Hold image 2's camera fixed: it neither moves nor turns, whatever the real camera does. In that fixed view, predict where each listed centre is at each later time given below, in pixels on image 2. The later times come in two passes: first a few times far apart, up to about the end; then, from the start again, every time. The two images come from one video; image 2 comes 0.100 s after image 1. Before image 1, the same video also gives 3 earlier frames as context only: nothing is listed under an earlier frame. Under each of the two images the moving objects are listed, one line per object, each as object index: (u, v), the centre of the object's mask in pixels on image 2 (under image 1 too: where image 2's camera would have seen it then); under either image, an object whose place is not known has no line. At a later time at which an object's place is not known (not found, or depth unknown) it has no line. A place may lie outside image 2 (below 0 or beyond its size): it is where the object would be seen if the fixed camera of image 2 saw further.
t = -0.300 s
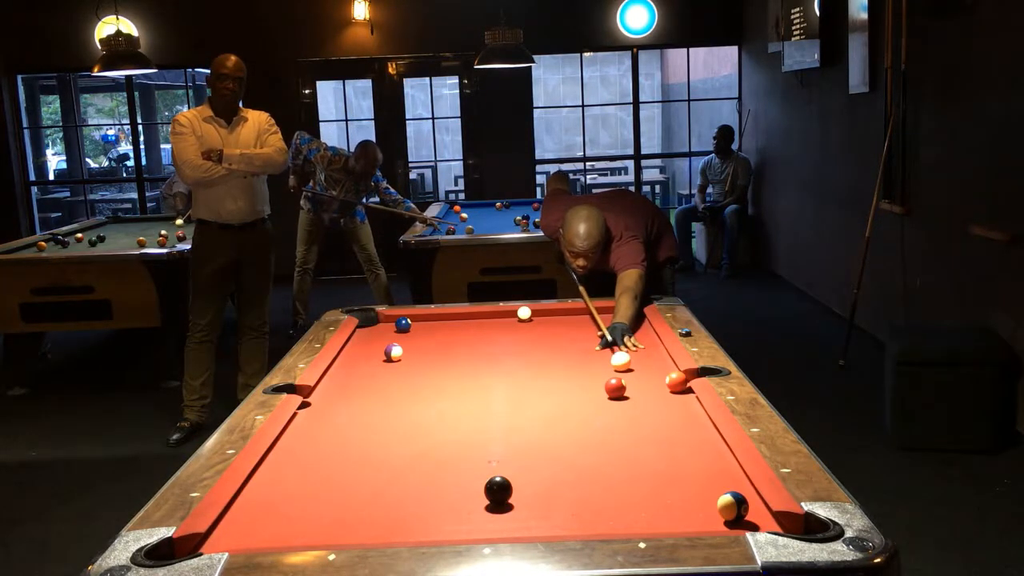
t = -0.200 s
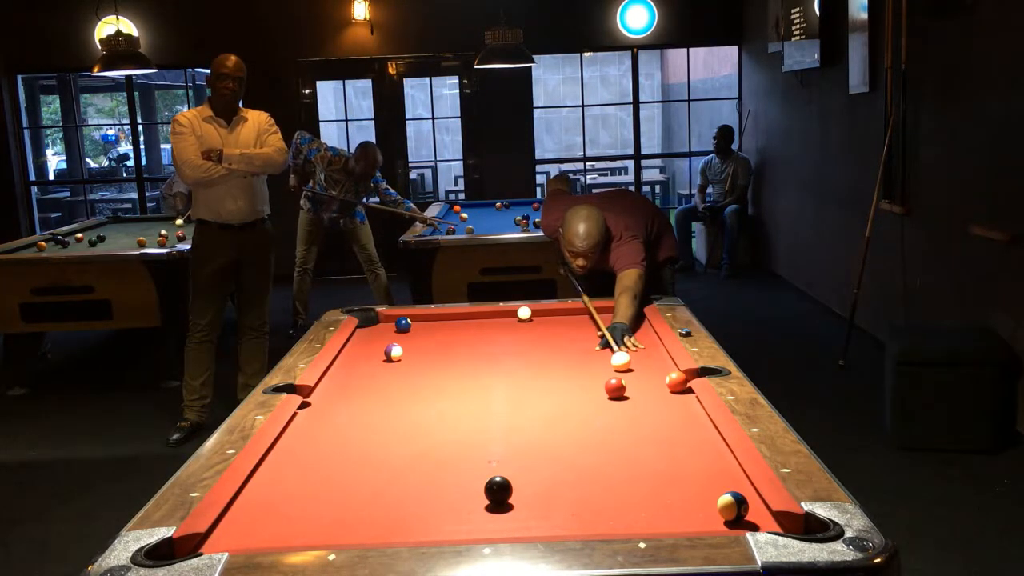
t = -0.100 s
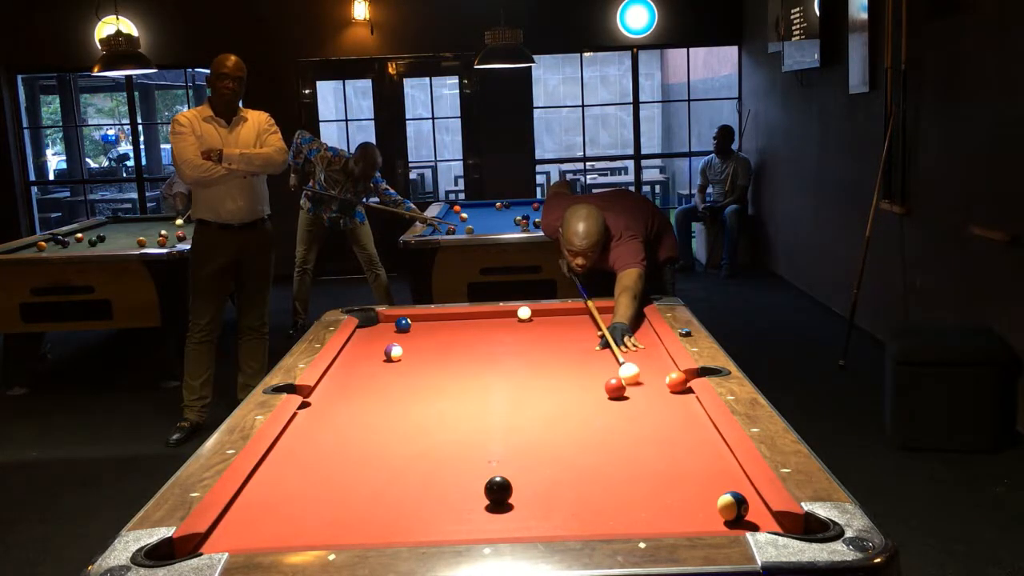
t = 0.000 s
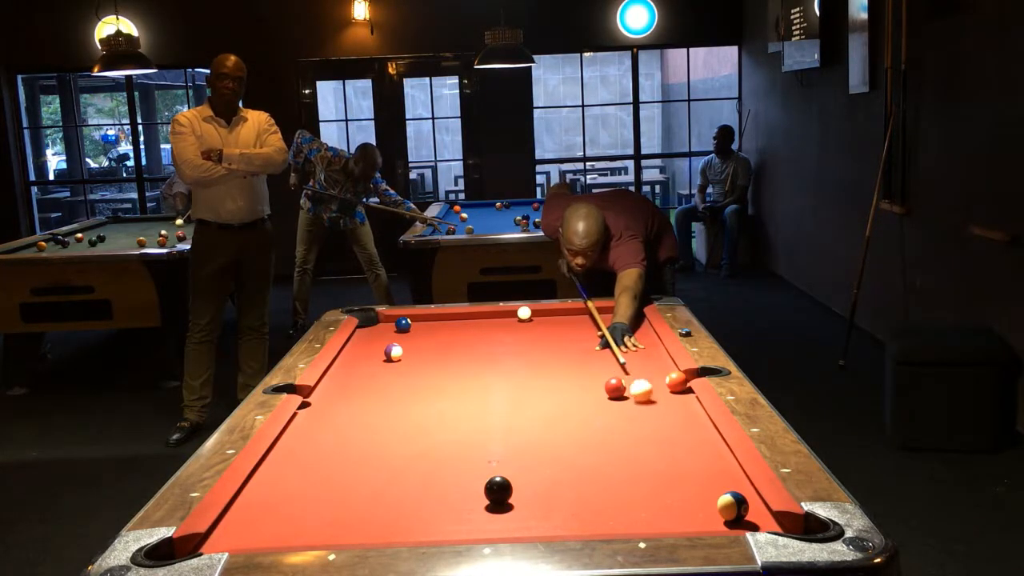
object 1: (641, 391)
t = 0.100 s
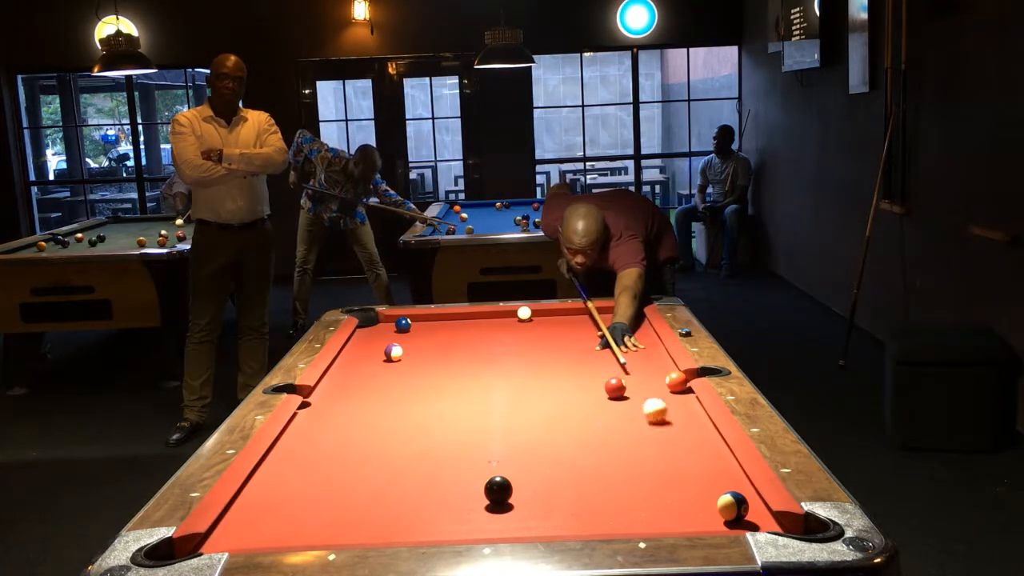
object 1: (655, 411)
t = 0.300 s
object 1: (689, 458)
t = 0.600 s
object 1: (687, 514)
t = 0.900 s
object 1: (647, 515)
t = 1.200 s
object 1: (609, 492)
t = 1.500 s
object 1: (579, 474)
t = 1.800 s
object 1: (553, 459)
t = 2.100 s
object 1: (531, 446)
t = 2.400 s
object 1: (513, 434)
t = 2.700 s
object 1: (498, 425)
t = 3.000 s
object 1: (486, 417)
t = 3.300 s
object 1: (476, 410)
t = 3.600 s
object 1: (468, 404)
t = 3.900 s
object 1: (461, 400)
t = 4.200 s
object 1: (456, 396)
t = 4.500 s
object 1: (453, 393)
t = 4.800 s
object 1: (451, 391)
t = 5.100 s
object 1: (450, 390)
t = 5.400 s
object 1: (449, 390)
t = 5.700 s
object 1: (450, 390)
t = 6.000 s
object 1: (449, 390)
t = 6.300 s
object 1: (449, 389)
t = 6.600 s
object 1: (449, 389)
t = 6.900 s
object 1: (449, 389)
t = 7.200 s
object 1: (449, 389)
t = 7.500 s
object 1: (449, 389)
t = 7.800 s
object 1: (449, 389)
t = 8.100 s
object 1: (449, 389)
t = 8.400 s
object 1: (449, 389)
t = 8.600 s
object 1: (449, 389)
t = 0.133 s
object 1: (660, 417)
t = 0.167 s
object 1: (665, 426)
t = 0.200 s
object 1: (670, 433)
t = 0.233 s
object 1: (677, 442)
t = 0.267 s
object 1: (683, 450)
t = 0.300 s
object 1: (689, 458)
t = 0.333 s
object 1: (696, 468)
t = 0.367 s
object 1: (703, 479)
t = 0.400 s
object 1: (709, 488)
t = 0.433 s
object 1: (711, 496)
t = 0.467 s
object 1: (705, 499)
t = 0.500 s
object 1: (699, 502)
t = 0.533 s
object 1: (694, 506)
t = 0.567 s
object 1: (691, 509)
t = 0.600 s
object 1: (687, 514)
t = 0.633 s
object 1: (683, 517)
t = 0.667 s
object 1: (680, 520)
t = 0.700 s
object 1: (675, 522)
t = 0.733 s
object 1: (670, 523)
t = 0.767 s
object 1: (666, 521)
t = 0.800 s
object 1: (661, 520)
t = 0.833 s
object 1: (656, 518)
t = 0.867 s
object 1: (651, 517)
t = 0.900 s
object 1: (647, 515)
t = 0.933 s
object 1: (642, 512)
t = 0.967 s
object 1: (638, 509)
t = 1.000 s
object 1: (633, 507)
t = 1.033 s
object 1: (629, 504)
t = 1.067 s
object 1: (625, 502)
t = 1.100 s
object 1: (621, 499)
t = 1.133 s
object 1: (617, 497)
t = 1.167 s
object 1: (613, 495)
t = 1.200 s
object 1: (609, 492)
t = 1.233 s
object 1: (606, 490)
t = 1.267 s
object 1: (602, 488)
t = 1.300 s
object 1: (598, 486)
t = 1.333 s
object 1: (595, 484)
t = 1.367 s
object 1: (592, 482)
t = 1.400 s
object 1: (588, 480)
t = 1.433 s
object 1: (585, 478)
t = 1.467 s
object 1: (582, 476)
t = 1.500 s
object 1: (579, 474)
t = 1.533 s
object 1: (576, 472)
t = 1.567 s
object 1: (573, 471)
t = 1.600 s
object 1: (570, 469)
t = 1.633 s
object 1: (567, 467)
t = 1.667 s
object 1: (564, 465)
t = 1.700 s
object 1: (561, 463)
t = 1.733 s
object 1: (559, 462)
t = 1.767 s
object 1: (556, 460)
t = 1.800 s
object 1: (553, 459)
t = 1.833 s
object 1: (551, 457)
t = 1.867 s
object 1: (548, 456)
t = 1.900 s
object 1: (545, 454)
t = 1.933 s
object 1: (543, 453)
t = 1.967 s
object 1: (541, 451)
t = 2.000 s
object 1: (538, 450)
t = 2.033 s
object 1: (536, 448)
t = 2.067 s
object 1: (534, 447)
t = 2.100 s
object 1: (531, 446)
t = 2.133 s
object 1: (530, 444)
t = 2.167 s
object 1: (527, 443)
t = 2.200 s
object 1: (525, 441)
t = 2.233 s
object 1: (523, 441)
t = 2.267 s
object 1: (521, 439)
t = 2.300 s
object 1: (519, 438)
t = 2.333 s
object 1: (517, 437)
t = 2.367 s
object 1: (515, 435)
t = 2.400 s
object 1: (513, 434)
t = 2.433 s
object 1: (512, 433)
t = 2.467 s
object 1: (510, 432)
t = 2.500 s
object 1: (508, 431)
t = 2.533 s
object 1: (506, 430)
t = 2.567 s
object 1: (505, 429)
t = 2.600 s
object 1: (503, 428)
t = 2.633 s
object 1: (501, 427)
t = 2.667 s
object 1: (500, 426)
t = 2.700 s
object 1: (498, 425)
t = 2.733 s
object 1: (497, 424)
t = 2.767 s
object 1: (495, 423)
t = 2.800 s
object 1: (494, 422)
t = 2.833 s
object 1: (492, 421)
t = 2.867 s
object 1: (491, 420)
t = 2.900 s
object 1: (490, 419)
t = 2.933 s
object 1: (488, 418)
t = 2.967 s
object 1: (487, 418)
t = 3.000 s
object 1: (486, 417)
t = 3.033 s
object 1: (484, 415)
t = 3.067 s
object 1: (483, 415)
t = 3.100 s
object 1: (482, 414)
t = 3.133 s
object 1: (481, 414)
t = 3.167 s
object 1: (480, 413)
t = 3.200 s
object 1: (479, 412)
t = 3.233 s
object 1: (478, 411)
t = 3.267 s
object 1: (477, 411)
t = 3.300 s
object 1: (476, 410)
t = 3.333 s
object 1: (475, 409)
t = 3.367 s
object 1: (474, 408)
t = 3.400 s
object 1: (473, 408)
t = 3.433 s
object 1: (472, 407)
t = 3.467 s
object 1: (471, 407)
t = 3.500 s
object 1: (470, 406)
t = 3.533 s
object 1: (469, 405)
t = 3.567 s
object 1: (468, 405)
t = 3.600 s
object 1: (468, 404)
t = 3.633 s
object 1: (467, 403)
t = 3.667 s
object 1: (466, 403)
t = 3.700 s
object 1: (466, 403)
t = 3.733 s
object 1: (465, 402)
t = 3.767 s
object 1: (464, 401)
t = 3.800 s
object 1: (463, 401)
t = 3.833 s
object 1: (462, 400)
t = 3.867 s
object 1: (462, 400)
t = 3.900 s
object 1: (461, 400)
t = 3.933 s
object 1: (461, 399)
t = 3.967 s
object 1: (460, 399)
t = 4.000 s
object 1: (460, 398)
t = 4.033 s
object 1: (459, 398)
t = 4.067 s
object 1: (458, 397)
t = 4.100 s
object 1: (458, 397)
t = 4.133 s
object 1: (457, 397)
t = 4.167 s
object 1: (457, 396)
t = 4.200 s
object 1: (456, 396)
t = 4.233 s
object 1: (456, 395)
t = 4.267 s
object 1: (456, 395)
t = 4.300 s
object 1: (455, 395)
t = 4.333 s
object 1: (455, 394)
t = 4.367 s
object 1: (454, 394)
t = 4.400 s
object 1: (454, 394)
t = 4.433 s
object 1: (453, 393)
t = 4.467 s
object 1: (453, 393)
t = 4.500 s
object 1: (453, 393)
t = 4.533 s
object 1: (452, 392)
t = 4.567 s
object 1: (452, 392)
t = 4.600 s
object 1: (452, 392)
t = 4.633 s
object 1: (452, 392)
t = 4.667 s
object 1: (452, 392)
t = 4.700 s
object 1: (451, 391)
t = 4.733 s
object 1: (451, 391)
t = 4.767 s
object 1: (451, 391)
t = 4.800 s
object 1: (451, 391)
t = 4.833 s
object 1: (451, 390)
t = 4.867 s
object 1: (451, 390)
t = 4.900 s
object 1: (450, 390)
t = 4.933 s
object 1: (450, 390)
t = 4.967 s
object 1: (450, 390)
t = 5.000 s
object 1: (450, 390)
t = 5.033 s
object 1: (450, 390)
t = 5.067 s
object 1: (450, 390)
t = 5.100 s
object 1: (450, 390)
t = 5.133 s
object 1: (450, 390)
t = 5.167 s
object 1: (450, 390)
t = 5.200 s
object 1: (450, 390)
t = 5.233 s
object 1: (450, 390)
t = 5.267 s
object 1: (450, 390)
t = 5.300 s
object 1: (450, 390)
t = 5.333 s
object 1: (450, 390)
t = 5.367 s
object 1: (450, 390)
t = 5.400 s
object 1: (449, 390)
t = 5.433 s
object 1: (450, 390)
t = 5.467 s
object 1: (450, 390)
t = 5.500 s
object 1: (450, 390)
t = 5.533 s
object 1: (450, 390)
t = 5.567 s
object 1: (450, 390)
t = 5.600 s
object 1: (450, 390)
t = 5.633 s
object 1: (450, 390)
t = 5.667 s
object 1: (450, 390)
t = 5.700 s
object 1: (450, 390)
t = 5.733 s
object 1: (450, 390)
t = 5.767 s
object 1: (450, 390)
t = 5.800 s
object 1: (449, 390)
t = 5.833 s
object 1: (449, 390)
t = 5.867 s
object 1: (449, 390)
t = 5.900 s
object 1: (449, 390)
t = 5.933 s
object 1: (449, 390)
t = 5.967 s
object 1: (450, 390)
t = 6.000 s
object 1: (449, 390)
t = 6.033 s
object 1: (450, 390)
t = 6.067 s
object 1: (449, 390)
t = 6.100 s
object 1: (450, 390)
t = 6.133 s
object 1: (449, 390)
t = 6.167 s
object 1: (449, 390)
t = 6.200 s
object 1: (449, 390)
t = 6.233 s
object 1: (450, 390)
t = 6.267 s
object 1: (449, 389)
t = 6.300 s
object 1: (449, 389)
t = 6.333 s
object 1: (449, 389)
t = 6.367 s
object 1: (449, 389)
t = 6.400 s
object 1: (449, 389)
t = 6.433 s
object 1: (449, 389)
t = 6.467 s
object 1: (449, 389)
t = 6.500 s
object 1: (449, 389)
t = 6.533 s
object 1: (449, 389)
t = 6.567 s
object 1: (449, 389)
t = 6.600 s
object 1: (449, 389)
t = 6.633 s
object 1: (449, 389)
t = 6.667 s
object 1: (449, 389)
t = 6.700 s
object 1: (449, 389)
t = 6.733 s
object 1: (449, 389)
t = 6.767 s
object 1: (449, 389)
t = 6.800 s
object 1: (449, 389)
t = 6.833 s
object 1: (449, 389)
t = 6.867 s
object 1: (449, 389)
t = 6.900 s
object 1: (449, 389)
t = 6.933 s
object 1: (449, 389)
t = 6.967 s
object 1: (449, 389)
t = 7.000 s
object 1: (449, 389)
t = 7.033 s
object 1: (449, 389)
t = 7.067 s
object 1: (449, 389)
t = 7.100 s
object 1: (449, 389)
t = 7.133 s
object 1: (449, 389)
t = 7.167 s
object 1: (449, 389)
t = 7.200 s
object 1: (449, 389)
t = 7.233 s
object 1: (449, 389)
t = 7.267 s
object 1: (449, 389)
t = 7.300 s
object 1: (449, 389)
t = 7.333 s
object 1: (449, 389)
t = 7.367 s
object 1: (449, 389)
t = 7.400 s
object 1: (449, 389)
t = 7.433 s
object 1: (449, 389)
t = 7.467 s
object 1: (449, 389)
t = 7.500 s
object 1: (449, 389)
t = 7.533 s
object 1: (449, 389)
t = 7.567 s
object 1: (449, 389)
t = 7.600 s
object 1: (449, 389)
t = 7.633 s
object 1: (449, 389)
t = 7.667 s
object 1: (449, 389)
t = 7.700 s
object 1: (449, 389)
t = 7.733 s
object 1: (449, 389)
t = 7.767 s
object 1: (449, 389)
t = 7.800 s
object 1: (449, 389)
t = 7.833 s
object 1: (449, 389)
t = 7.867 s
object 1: (449, 389)
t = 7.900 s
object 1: (449, 389)
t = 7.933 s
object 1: (449, 389)
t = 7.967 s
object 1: (449, 389)
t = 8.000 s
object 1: (449, 389)
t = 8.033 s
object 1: (449, 389)
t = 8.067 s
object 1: (449, 389)
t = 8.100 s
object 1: (449, 389)
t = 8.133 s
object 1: (449, 389)
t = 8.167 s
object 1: (449, 389)
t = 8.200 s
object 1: (449, 389)
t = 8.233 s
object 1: (449, 389)
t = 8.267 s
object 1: (449, 389)
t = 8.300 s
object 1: (449, 389)
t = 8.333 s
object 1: (449, 389)
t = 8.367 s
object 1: (449, 389)
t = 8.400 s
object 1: (449, 389)
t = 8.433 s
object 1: (449, 389)
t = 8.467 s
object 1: (449, 389)
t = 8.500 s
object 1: (449, 389)
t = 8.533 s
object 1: (449, 390)
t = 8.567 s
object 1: (449, 389)
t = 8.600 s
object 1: (449, 389)
